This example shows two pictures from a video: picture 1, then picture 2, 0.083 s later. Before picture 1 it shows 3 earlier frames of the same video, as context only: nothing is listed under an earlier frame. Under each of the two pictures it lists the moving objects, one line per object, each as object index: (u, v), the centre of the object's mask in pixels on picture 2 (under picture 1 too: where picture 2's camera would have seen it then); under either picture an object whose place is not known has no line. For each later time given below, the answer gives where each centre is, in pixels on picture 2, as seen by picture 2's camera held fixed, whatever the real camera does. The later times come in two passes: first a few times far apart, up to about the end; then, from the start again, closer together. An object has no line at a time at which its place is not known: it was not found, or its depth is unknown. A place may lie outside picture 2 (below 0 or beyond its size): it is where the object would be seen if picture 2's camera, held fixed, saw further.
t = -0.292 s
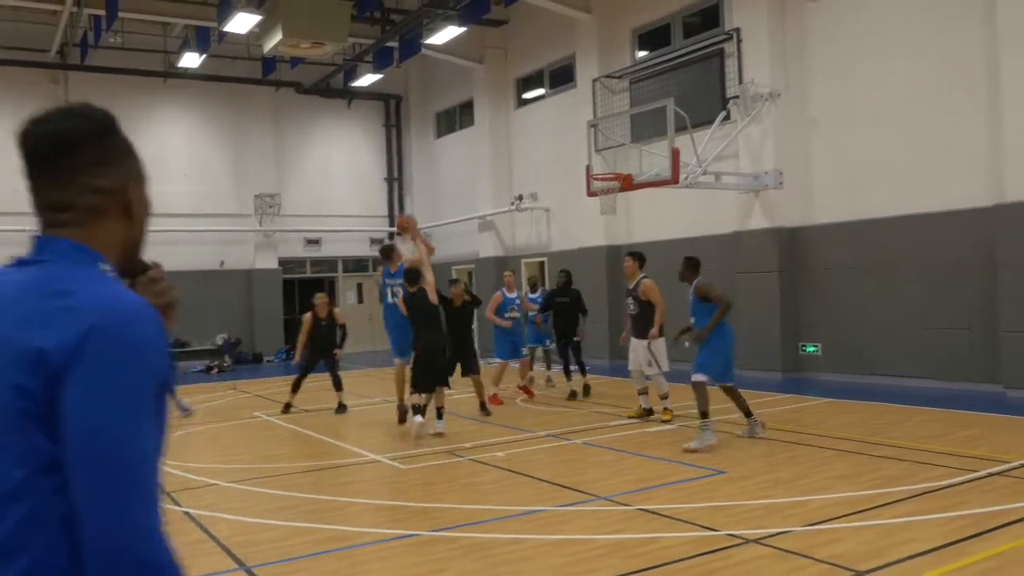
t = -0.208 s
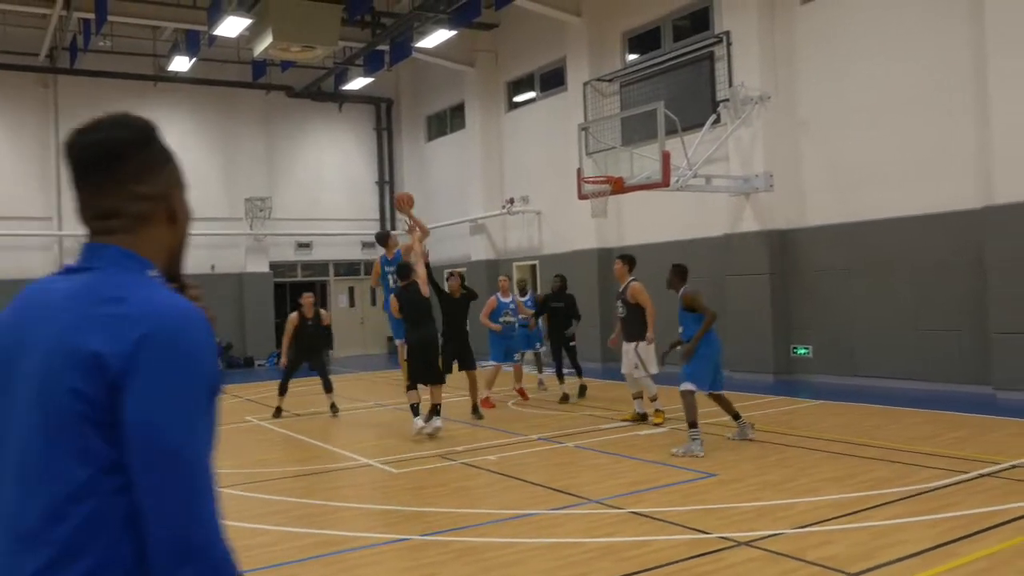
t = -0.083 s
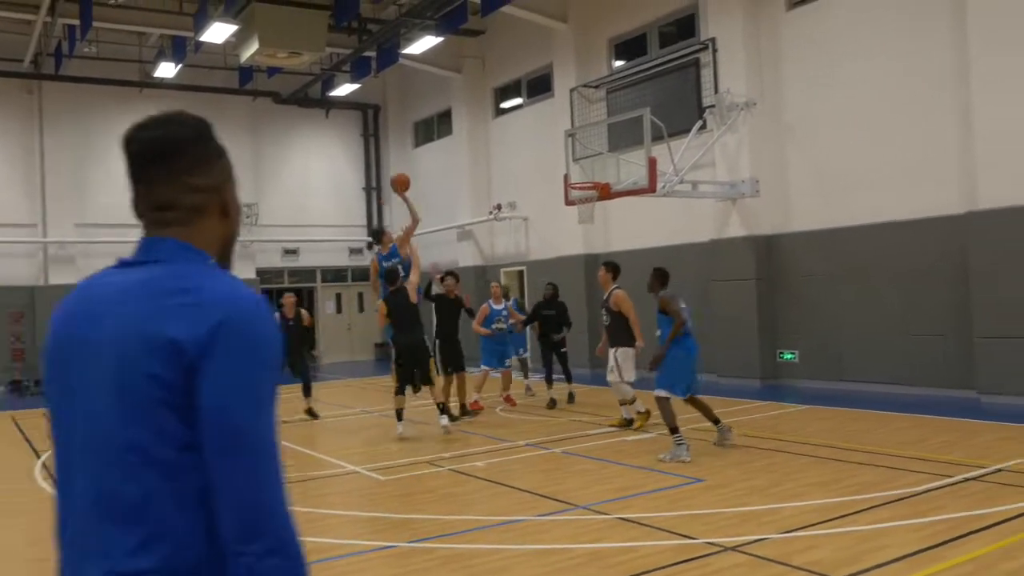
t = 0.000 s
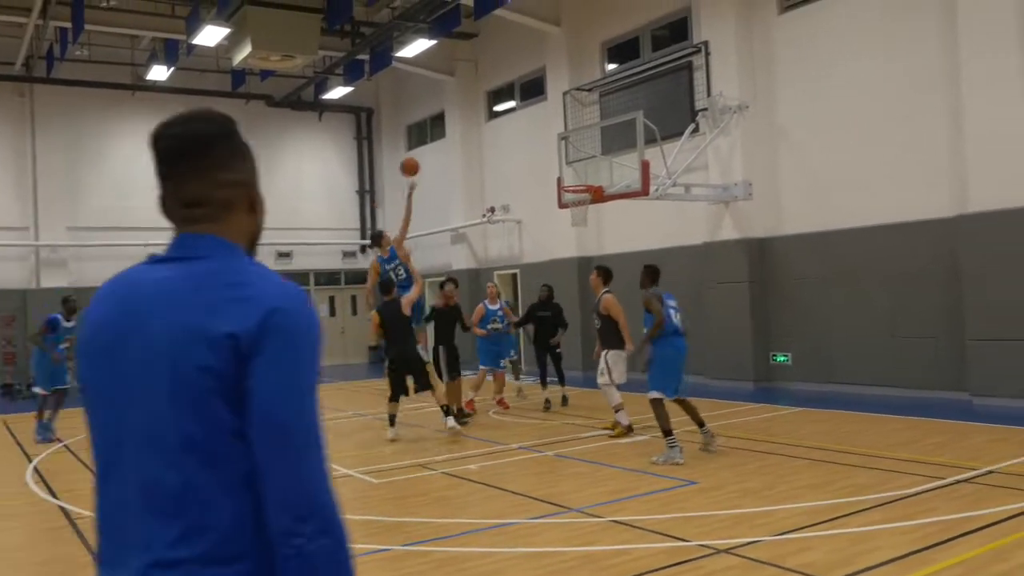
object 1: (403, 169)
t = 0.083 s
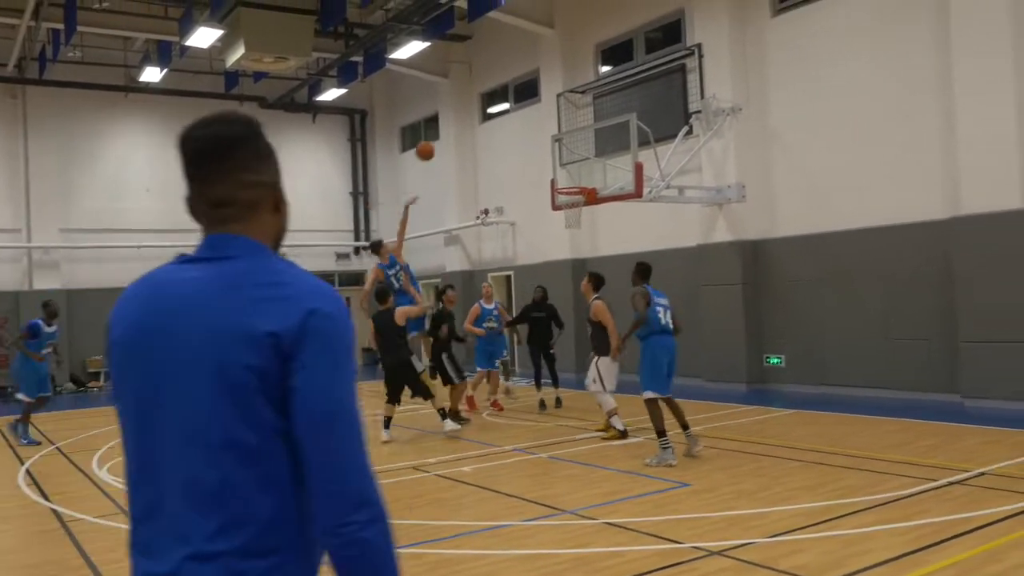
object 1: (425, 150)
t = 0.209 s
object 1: (456, 136)
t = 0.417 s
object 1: (505, 138)
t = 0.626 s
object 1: (553, 172)
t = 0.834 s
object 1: (562, 168)
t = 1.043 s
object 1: (565, 176)
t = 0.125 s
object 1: (435, 144)
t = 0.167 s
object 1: (446, 139)
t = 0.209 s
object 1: (456, 136)
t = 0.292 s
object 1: (476, 133)
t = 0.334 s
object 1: (486, 134)
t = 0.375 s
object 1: (496, 136)
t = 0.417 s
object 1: (505, 138)
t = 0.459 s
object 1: (515, 143)
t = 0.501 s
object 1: (525, 148)
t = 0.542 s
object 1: (534, 155)
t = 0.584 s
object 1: (543, 163)
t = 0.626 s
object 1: (553, 172)
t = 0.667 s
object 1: (560, 179)
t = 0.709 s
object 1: (561, 175)
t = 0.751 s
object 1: (561, 172)
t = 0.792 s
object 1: (561, 169)
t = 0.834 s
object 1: (562, 168)
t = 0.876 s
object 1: (562, 167)
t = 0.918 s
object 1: (562, 167)
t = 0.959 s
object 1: (563, 169)
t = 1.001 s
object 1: (563, 172)
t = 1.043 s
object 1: (565, 176)
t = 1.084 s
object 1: (565, 181)
